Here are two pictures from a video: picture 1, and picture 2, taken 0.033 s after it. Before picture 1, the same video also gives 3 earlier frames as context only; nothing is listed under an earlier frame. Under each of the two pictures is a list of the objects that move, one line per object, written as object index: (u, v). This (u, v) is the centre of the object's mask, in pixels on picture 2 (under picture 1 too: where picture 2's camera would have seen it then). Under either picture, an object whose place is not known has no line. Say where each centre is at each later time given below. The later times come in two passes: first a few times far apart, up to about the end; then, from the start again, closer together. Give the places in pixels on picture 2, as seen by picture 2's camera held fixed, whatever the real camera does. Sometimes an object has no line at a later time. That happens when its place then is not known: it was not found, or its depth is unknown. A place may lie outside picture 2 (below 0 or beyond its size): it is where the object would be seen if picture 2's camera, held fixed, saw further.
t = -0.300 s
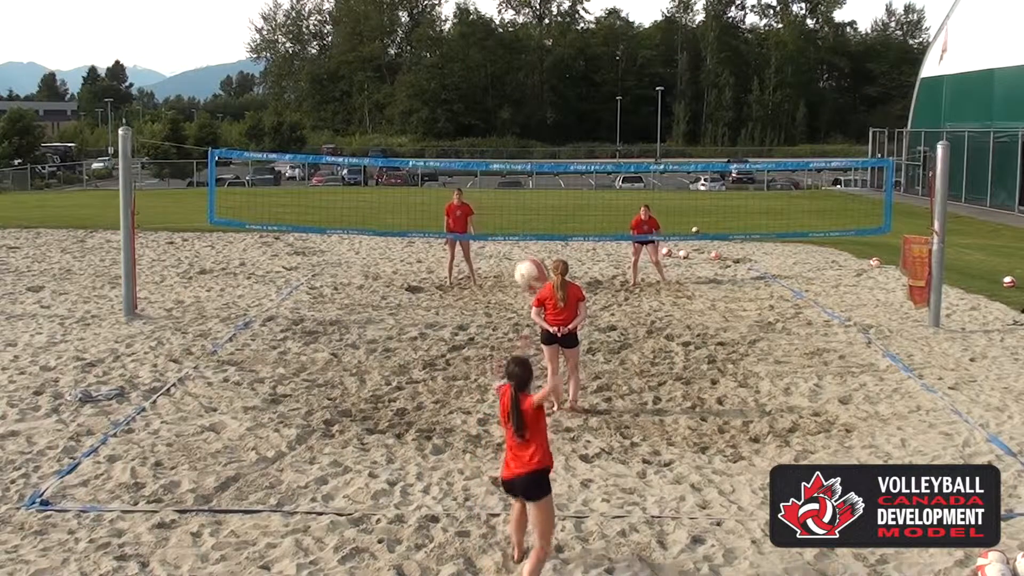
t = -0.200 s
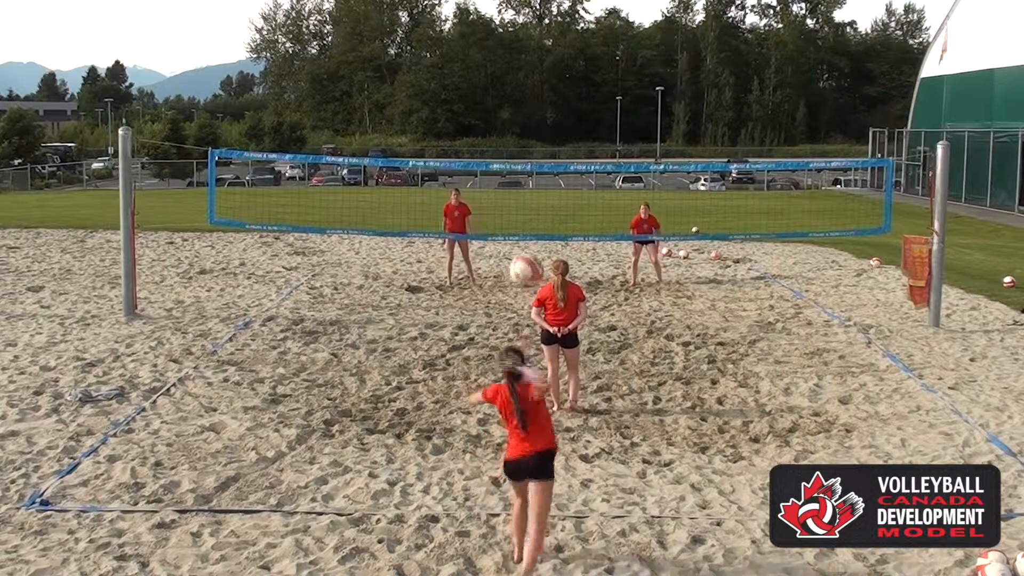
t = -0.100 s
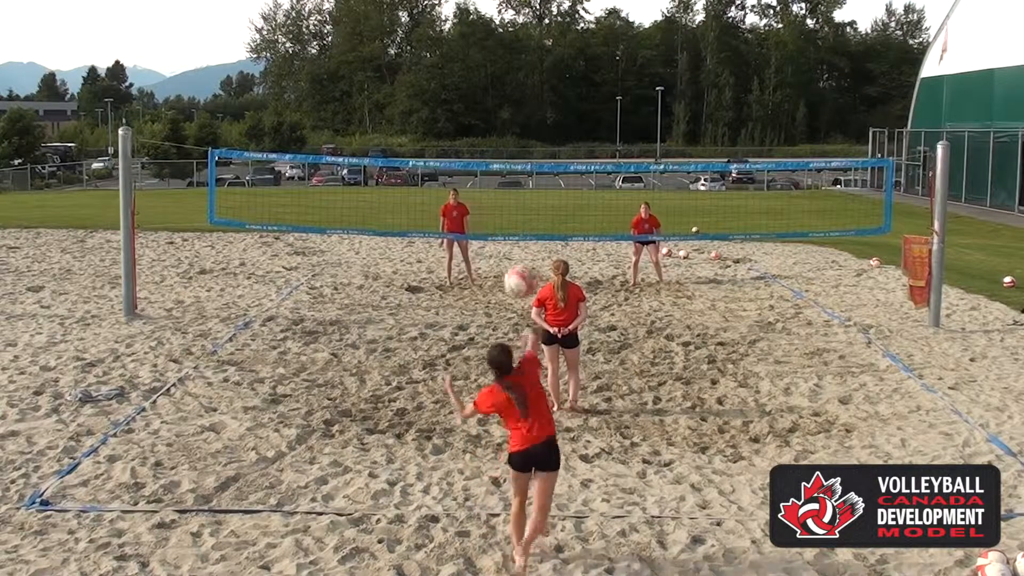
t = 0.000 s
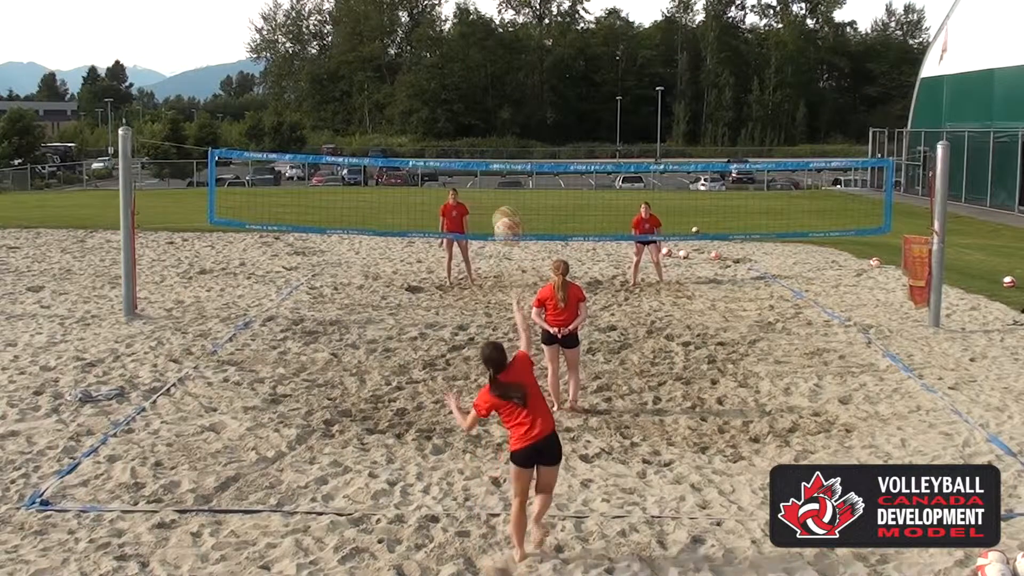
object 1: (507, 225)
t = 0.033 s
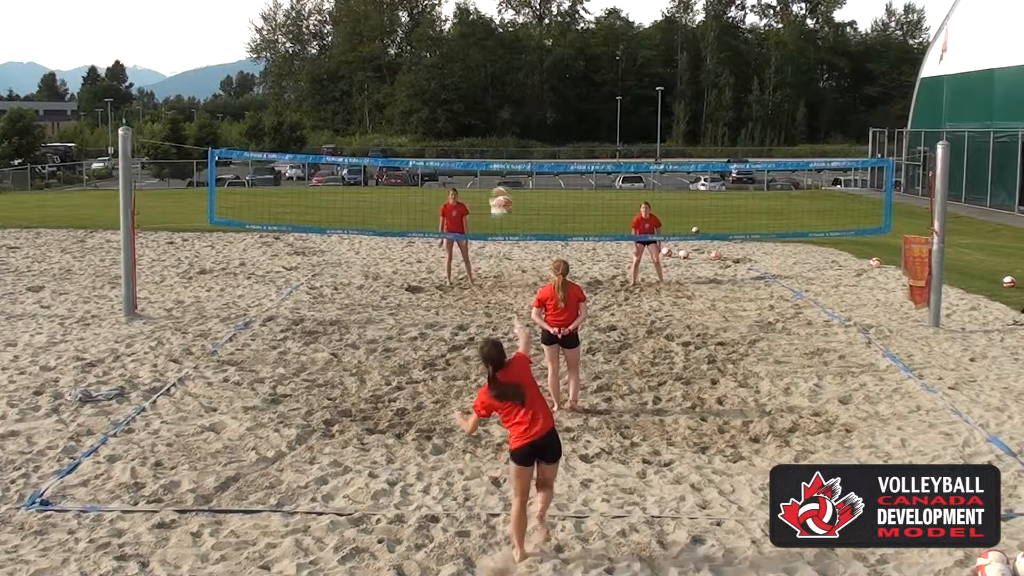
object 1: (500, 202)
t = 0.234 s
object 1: (489, 124)
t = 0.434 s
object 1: (482, 98)
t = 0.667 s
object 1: (487, 111)
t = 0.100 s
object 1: (497, 169)
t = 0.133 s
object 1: (495, 154)
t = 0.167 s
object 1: (493, 143)
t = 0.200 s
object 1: (490, 133)
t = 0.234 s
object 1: (489, 124)
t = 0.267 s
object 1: (487, 118)
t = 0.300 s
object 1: (485, 111)
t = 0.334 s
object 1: (483, 106)
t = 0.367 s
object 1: (483, 103)
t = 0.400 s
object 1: (482, 100)
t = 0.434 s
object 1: (482, 98)
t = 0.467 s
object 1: (483, 98)
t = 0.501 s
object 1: (483, 98)
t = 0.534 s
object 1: (484, 99)
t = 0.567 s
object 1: (484, 100)
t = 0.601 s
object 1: (485, 103)
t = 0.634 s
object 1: (486, 106)
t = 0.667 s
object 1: (487, 111)
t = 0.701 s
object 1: (489, 116)
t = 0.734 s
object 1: (490, 121)
